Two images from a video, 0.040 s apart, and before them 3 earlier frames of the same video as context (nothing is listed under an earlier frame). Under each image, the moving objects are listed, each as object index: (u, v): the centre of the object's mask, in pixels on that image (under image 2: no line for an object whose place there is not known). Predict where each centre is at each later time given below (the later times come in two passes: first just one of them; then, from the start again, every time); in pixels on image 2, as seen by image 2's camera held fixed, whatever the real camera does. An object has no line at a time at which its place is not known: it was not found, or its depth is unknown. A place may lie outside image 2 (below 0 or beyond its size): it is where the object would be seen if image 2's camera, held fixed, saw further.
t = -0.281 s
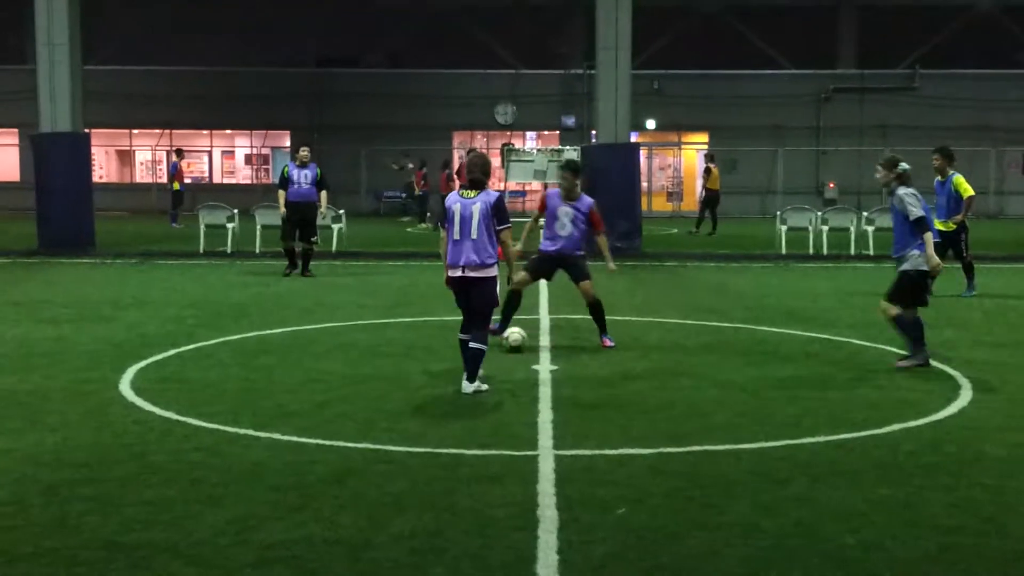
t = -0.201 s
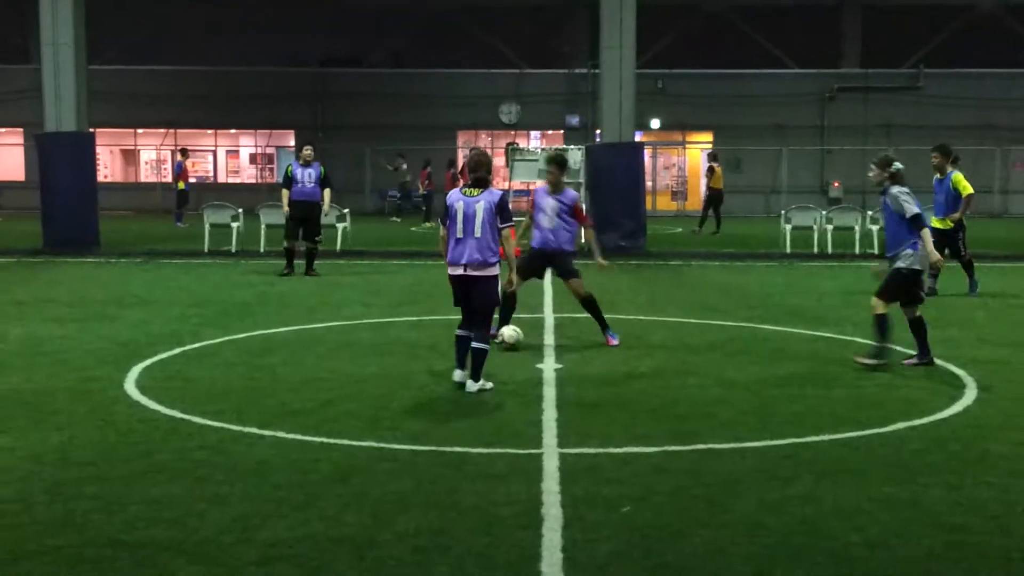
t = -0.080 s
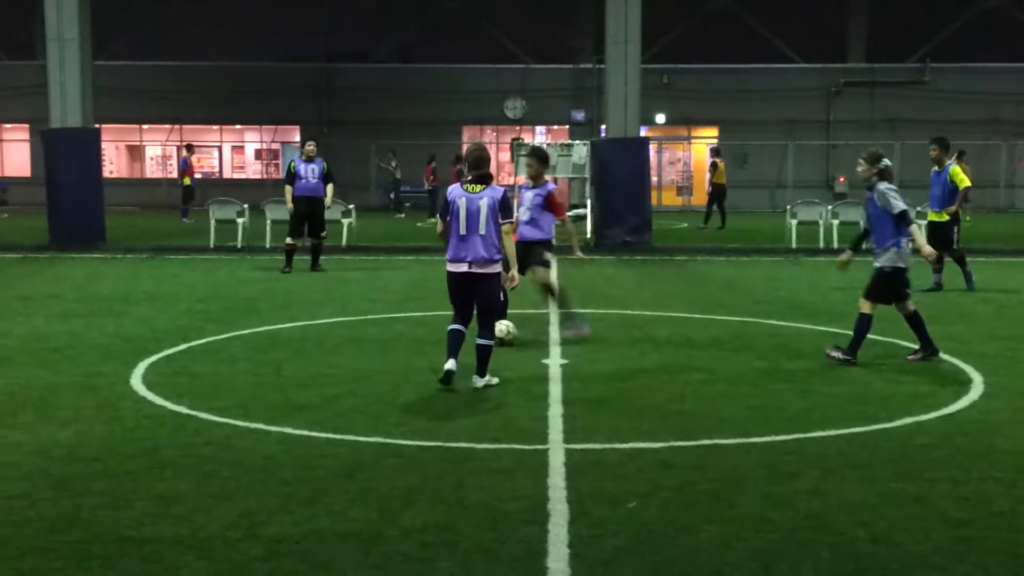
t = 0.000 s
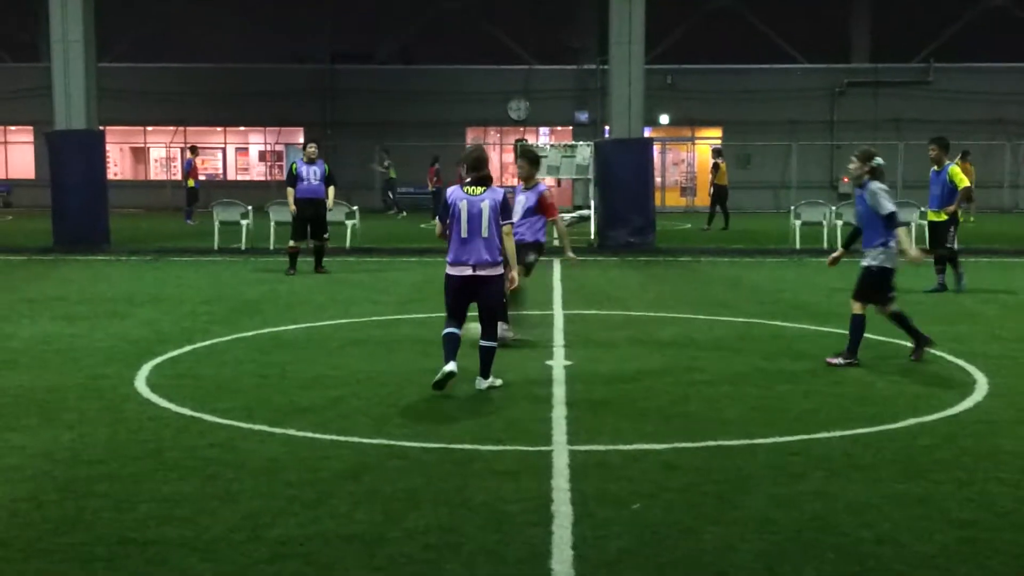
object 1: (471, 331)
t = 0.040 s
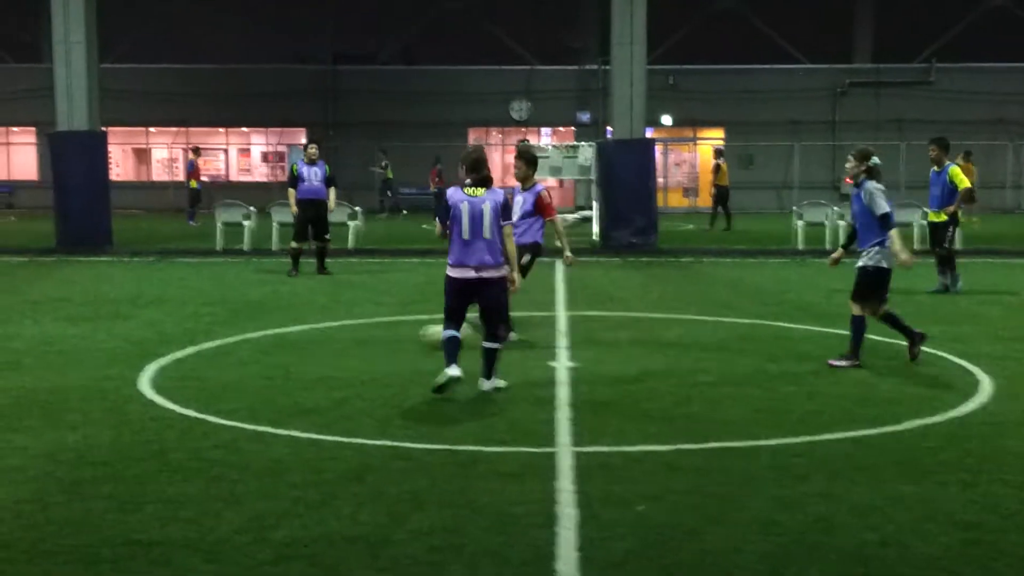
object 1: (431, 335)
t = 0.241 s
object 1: (231, 339)
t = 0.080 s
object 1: (401, 336)
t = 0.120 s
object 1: (359, 337)
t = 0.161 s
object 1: (316, 338)
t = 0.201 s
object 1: (274, 339)
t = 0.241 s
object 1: (231, 339)
